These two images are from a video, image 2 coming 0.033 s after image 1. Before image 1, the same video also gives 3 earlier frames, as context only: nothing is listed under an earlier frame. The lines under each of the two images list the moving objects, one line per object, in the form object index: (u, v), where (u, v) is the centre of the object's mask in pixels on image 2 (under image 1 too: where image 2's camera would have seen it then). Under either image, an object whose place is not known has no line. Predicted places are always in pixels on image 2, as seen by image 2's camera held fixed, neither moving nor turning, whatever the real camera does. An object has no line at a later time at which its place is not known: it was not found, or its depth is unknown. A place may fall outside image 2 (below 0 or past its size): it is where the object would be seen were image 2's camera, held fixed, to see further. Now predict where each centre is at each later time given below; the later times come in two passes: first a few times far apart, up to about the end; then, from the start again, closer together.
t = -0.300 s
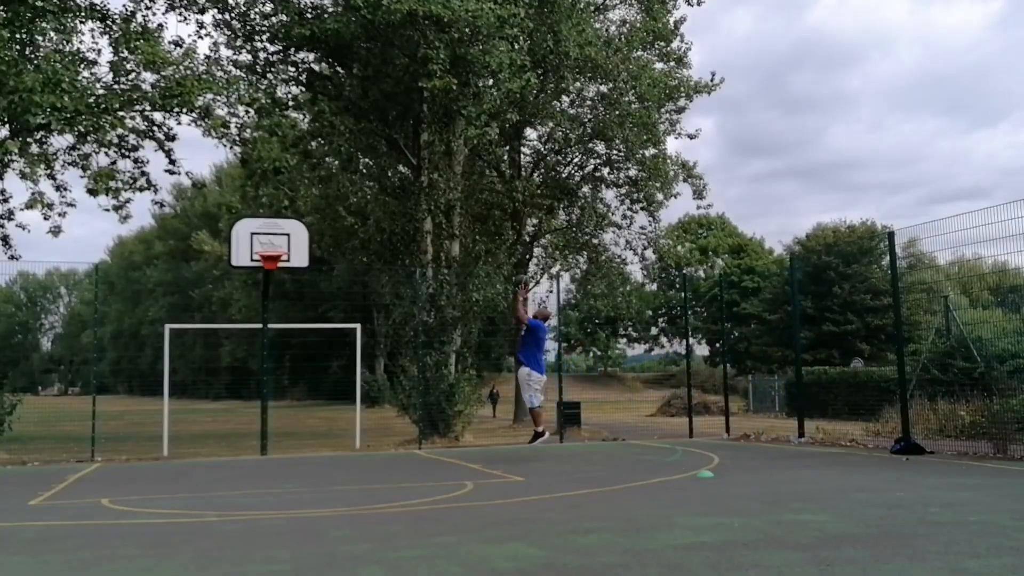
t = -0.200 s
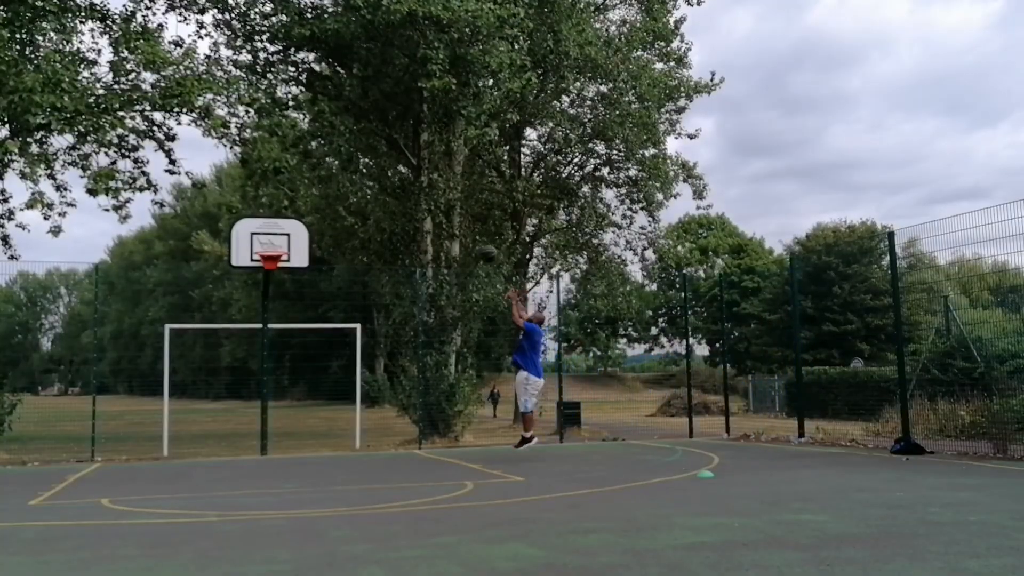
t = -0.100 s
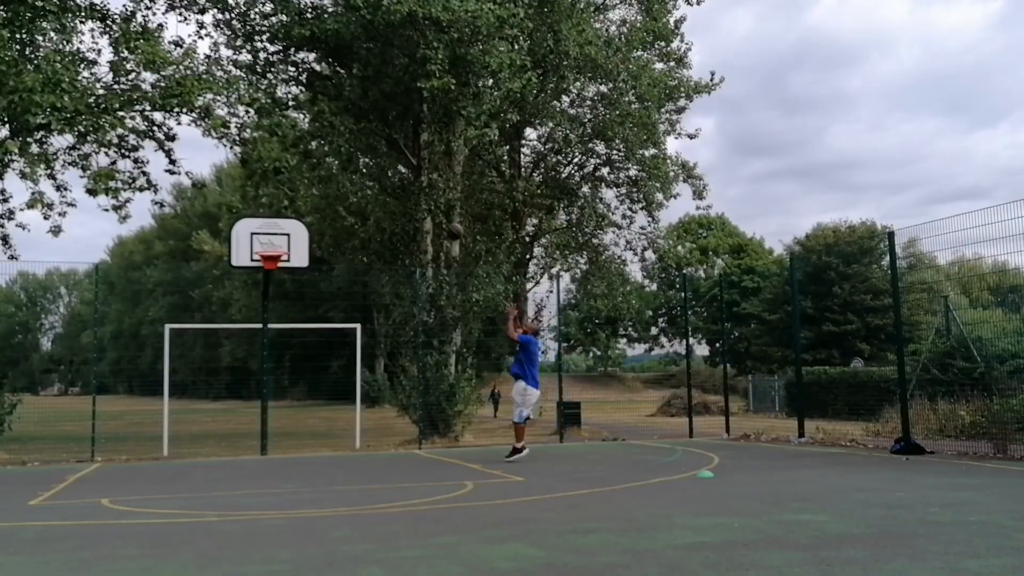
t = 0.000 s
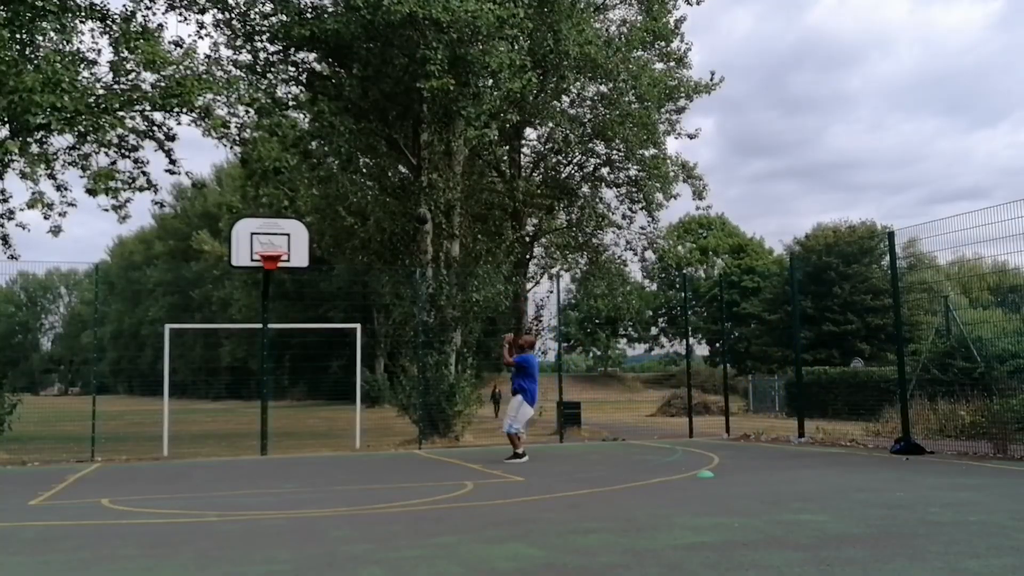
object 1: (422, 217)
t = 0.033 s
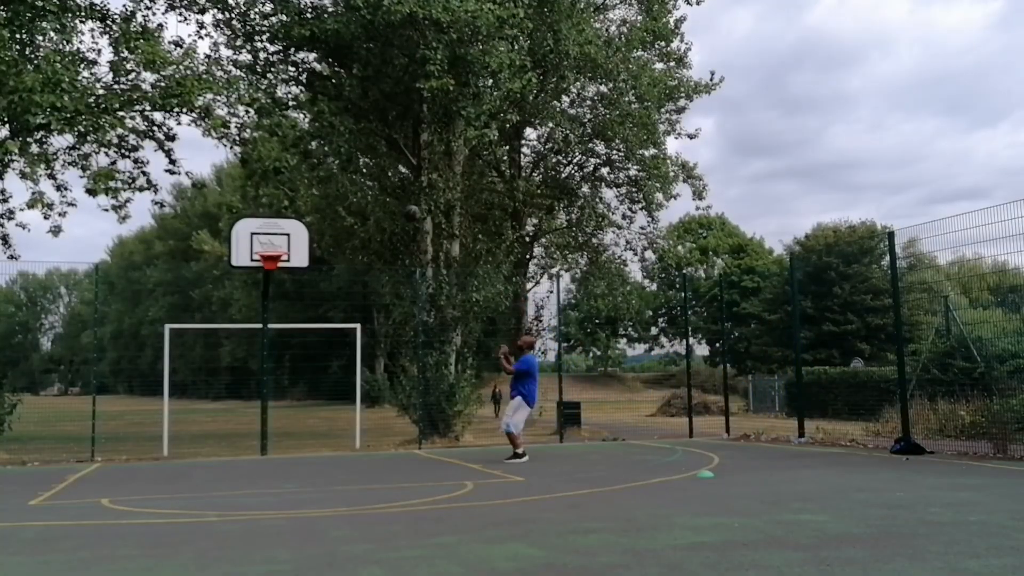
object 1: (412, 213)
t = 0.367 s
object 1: (309, 221)
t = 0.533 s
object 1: (276, 242)
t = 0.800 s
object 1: (241, 313)
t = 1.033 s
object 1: (209, 423)
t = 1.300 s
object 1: (197, 380)
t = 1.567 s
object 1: (191, 314)
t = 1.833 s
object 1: (184, 301)
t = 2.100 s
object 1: (175, 342)
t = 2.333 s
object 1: (164, 432)
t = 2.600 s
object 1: (144, 409)
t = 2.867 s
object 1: (116, 360)
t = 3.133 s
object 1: (84, 373)
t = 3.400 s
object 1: (46, 462)
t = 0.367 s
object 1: (309, 221)
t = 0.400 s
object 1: (299, 225)
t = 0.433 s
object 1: (291, 229)
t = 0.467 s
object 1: (287, 233)
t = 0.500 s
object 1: (282, 237)
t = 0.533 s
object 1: (276, 242)
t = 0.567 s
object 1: (271, 246)
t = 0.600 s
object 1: (266, 256)
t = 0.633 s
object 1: (262, 262)
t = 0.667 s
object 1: (257, 271)
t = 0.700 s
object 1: (254, 280)
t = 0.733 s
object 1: (249, 290)
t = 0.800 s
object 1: (241, 313)
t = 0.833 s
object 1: (237, 325)
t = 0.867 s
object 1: (232, 339)
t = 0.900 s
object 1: (228, 352)
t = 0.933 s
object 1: (224, 367)
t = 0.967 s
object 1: (220, 384)
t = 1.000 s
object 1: (213, 403)
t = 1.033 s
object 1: (209, 423)
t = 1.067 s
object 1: (204, 443)
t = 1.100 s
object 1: (199, 463)
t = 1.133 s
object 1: (198, 450)
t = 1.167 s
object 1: (197, 435)
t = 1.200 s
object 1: (197, 420)
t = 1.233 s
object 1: (196, 407)
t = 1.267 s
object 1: (197, 394)
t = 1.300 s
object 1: (197, 380)
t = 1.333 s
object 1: (196, 369)
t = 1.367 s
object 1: (195, 359)
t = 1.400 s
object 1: (195, 350)
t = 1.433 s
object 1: (194, 342)
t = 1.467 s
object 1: (193, 335)
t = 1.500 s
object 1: (193, 327)
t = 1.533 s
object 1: (191, 321)
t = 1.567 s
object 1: (191, 314)
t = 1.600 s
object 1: (190, 310)
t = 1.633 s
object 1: (189, 306)
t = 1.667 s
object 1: (188, 303)
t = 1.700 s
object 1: (188, 301)
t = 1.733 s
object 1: (187, 301)
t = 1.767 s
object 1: (186, 300)
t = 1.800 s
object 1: (185, 300)
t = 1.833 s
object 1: (184, 301)
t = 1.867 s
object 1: (183, 302)
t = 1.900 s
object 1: (181, 304)
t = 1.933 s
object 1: (180, 309)
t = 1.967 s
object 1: (179, 312)
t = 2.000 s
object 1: (178, 319)
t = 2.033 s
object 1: (178, 326)
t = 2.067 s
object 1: (175, 333)
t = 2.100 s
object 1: (175, 342)
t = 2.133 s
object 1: (173, 351)
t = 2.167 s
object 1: (172, 362)
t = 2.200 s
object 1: (171, 373)
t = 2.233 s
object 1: (170, 386)
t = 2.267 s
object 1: (168, 400)
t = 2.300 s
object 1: (166, 415)
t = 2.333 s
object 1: (164, 432)
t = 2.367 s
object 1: (163, 449)
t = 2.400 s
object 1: (161, 469)
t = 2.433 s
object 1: (160, 469)
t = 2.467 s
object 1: (156, 457)
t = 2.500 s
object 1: (152, 444)
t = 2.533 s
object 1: (150, 431)
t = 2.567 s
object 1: (147, 420)
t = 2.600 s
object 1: (144, 409)
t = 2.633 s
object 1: (140, 399)
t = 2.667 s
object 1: (137, 391)
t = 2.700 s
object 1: (133, 383)
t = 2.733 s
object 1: (130, 378)
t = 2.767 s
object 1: (127, 370)
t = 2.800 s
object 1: (123, 367)
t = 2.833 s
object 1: (119, 363)
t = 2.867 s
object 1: (116, 360)
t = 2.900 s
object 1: (113, 357)
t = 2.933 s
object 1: (109, 356)
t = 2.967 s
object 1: (105, 356)
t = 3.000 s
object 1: (101, 357)
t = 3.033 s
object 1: (97, 360)
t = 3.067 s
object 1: (93, 363)
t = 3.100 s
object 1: (89, 367)
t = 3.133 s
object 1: (84, 373)
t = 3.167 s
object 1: (81, 380)
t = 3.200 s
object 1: (76, 388)
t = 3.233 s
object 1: (70, 396)
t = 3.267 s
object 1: (65, 407)
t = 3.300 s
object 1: (61, 419)
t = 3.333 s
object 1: (56, 432)
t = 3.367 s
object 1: (51, 447)
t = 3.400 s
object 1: (46, 462)
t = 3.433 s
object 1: (40, 479)
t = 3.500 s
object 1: (32, 475)
